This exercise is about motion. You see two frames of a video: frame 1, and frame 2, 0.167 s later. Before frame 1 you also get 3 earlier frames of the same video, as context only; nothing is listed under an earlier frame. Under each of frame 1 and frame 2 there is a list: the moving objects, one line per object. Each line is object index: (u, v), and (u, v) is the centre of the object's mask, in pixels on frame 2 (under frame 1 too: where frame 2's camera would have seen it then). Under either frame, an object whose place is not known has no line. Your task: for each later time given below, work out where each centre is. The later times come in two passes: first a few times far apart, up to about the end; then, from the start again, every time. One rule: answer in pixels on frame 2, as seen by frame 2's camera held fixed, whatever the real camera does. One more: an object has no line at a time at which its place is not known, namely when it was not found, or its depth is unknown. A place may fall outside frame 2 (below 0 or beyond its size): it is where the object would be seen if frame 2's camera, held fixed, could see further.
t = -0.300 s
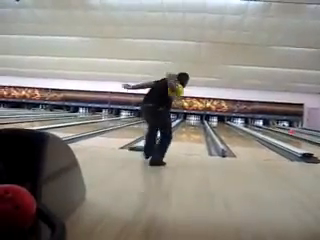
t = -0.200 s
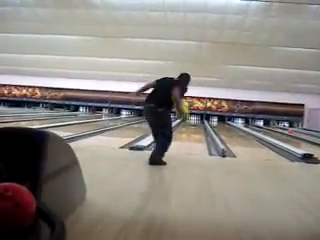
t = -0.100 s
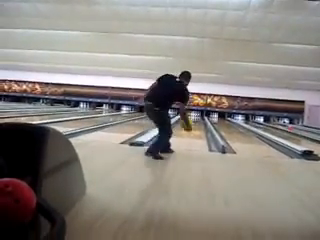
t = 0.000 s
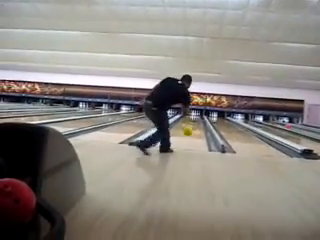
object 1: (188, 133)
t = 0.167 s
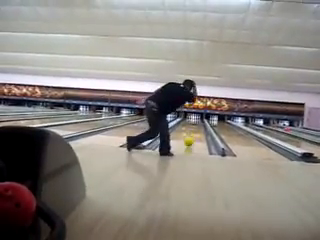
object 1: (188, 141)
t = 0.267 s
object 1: (189, 139)
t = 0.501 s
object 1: (190, 134)
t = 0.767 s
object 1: (190, 130)
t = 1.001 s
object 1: (191, 127)
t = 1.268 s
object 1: (191, 125)
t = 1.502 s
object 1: (191, 124)
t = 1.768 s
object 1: (191, 124)
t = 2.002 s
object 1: (191, 124)
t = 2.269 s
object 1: (189, 122)
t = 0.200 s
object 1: (188, 140)
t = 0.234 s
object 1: (189, 139)
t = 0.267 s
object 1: (189, 139)
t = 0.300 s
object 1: (189, 138)
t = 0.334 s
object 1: (189, 137)
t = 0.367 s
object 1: (190, 136)
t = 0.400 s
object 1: (189, 136)
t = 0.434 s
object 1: (190, 135)
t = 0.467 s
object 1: (190, 134)
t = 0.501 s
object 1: (190, 134)
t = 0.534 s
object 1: (190, 133)
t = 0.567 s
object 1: (190, 132)
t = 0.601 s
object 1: (190, 132)
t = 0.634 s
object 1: (190, 132)
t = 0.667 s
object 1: (190, 131)
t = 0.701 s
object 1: (190, 131)
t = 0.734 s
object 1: (190, 130)
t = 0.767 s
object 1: (190, 130)
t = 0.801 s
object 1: (191, 129)
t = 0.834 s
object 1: (191, 129)
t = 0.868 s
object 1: (191, 129)
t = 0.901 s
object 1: (191, 128)
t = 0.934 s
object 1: (191, 128)
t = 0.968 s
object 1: (190, 127)
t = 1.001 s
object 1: (191, 127)
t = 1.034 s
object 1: (191, 127)
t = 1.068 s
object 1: (191, 126)
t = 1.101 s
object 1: (191, 126)
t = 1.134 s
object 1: (191, 125)
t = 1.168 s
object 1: (191, 125)
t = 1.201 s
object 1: (191, 125)
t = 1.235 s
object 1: (191, 125)
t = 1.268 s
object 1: (191, 125)
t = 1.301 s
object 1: (191, 124)
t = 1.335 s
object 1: (191, 124)
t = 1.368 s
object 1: (191, 124)
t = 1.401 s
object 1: (191, 124)
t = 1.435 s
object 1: (191, 124)
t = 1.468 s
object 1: (191, 124)
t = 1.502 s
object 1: (191, 124)
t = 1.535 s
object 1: (191, 124)
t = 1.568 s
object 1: (191, 124)
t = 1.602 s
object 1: (191, 124)
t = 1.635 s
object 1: (191, 124)
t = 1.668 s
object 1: (191, 123)
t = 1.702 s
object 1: (191, 123)
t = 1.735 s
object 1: (191, 124)
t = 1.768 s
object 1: (191, 124)
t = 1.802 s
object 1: (191, 125)
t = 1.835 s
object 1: (191, 124)
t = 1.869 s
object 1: (191, 124)
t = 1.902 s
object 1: (191, 124)
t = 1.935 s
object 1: (191, 124)
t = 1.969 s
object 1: (191, 123)
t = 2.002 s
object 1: (191, 124)
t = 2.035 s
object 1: (191, 124)
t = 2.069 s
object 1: (190, 123)
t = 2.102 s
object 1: (190, 123)
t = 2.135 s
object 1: (190, 122)
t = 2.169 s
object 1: (190, 123)
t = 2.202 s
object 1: (190, 123)
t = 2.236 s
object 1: (190, 122)
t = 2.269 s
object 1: (189, 122)
